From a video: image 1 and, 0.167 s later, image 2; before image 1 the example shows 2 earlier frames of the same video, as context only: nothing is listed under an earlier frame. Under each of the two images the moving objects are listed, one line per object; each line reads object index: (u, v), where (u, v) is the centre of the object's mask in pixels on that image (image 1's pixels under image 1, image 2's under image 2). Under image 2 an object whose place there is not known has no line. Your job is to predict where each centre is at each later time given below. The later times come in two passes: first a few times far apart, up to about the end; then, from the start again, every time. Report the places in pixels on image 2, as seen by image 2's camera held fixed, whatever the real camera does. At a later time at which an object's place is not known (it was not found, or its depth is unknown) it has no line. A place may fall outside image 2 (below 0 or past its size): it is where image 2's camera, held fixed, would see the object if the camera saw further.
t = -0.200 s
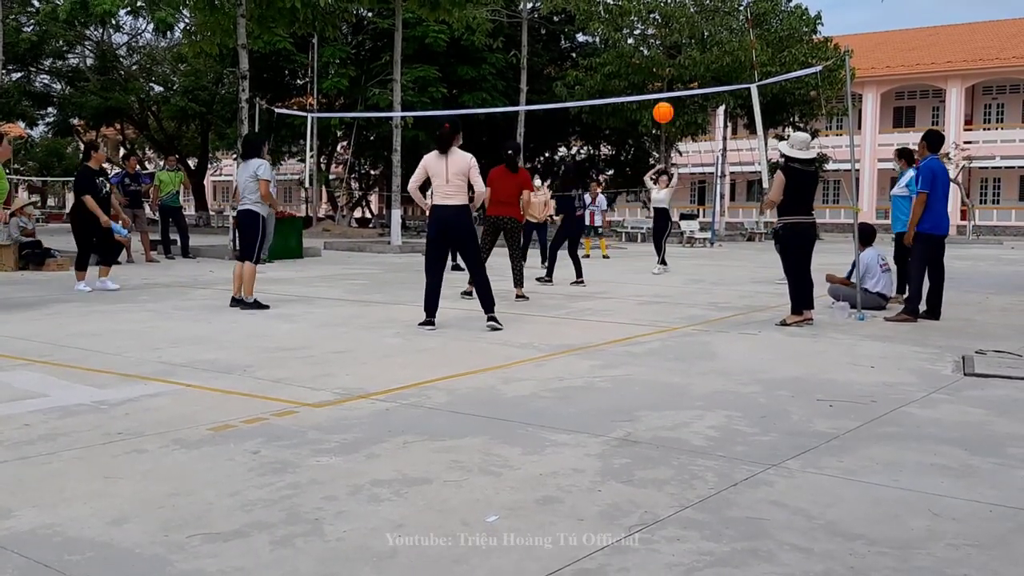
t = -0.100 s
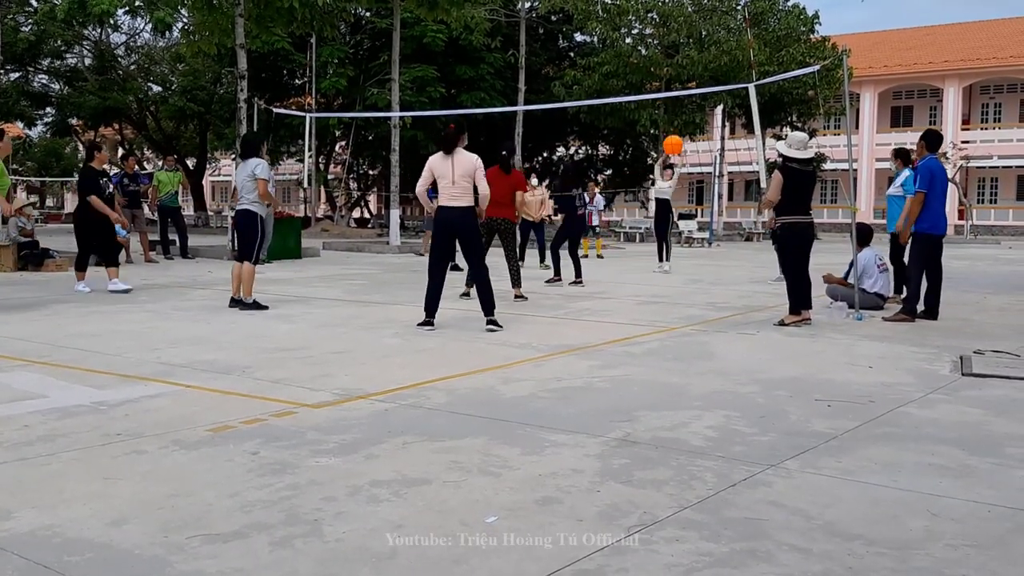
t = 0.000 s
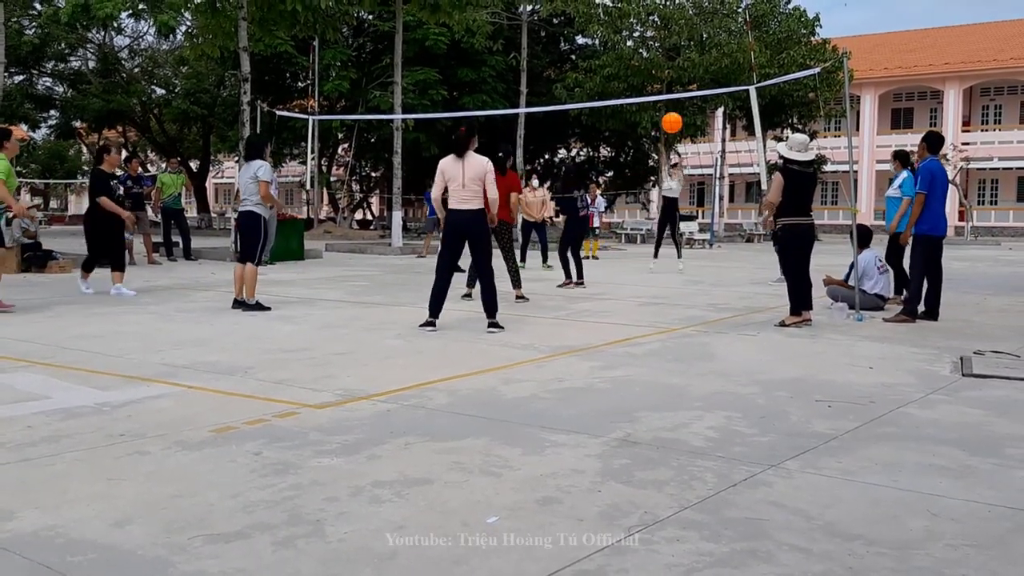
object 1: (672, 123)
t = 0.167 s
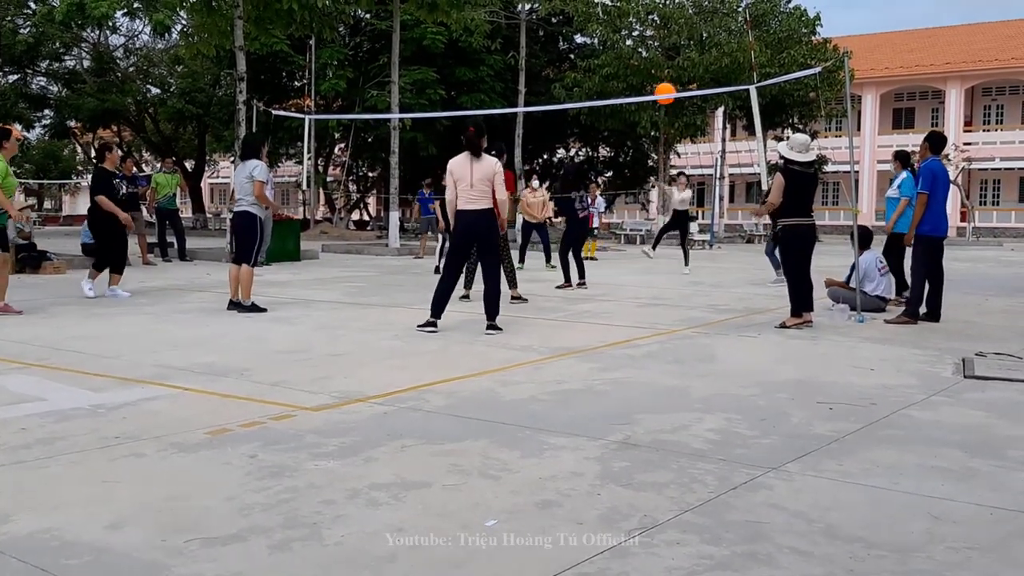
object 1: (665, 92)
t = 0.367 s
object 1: (657, 84)
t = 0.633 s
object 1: (645, 113)
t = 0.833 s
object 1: (638, 169)
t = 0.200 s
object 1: (663, 87)
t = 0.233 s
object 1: (662, 86)
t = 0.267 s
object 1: (660, 85)
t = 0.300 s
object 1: (659, 84)
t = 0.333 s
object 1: (658, 84)
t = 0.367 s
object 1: (657, 84)
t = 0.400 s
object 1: (656, 84)
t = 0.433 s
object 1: (654, 86)
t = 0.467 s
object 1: (653, 87)
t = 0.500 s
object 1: (651, 89)
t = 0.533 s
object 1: (649, 95)
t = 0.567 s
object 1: (648, 102)
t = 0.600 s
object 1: (646, 109)
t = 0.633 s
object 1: (645, 113)
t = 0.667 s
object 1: (643, 121)
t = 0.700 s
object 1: (642, 129)
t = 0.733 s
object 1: (641, 138)
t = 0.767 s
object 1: (640, 148)
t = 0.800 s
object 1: (639, 158)
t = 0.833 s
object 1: (638, 169)
